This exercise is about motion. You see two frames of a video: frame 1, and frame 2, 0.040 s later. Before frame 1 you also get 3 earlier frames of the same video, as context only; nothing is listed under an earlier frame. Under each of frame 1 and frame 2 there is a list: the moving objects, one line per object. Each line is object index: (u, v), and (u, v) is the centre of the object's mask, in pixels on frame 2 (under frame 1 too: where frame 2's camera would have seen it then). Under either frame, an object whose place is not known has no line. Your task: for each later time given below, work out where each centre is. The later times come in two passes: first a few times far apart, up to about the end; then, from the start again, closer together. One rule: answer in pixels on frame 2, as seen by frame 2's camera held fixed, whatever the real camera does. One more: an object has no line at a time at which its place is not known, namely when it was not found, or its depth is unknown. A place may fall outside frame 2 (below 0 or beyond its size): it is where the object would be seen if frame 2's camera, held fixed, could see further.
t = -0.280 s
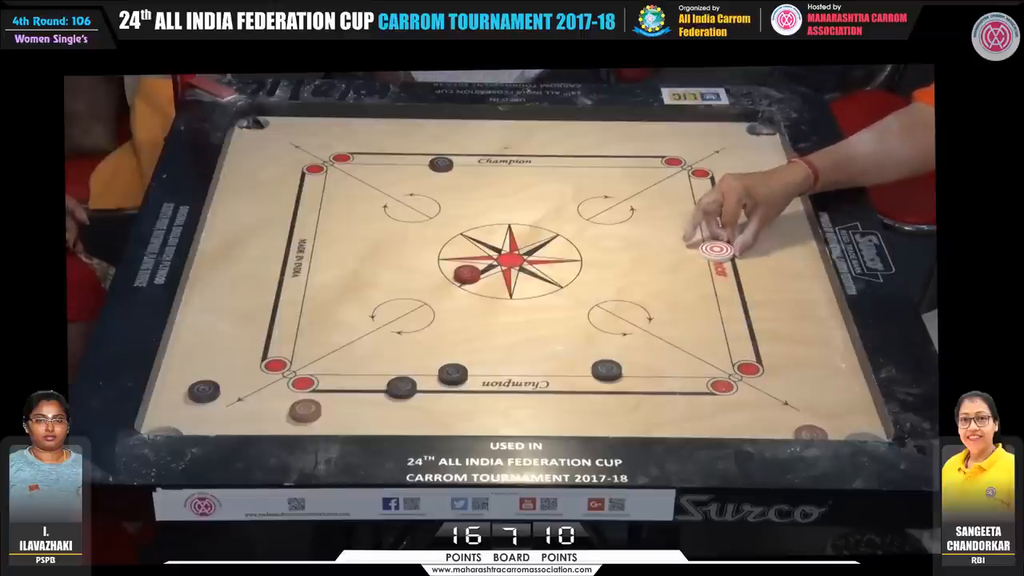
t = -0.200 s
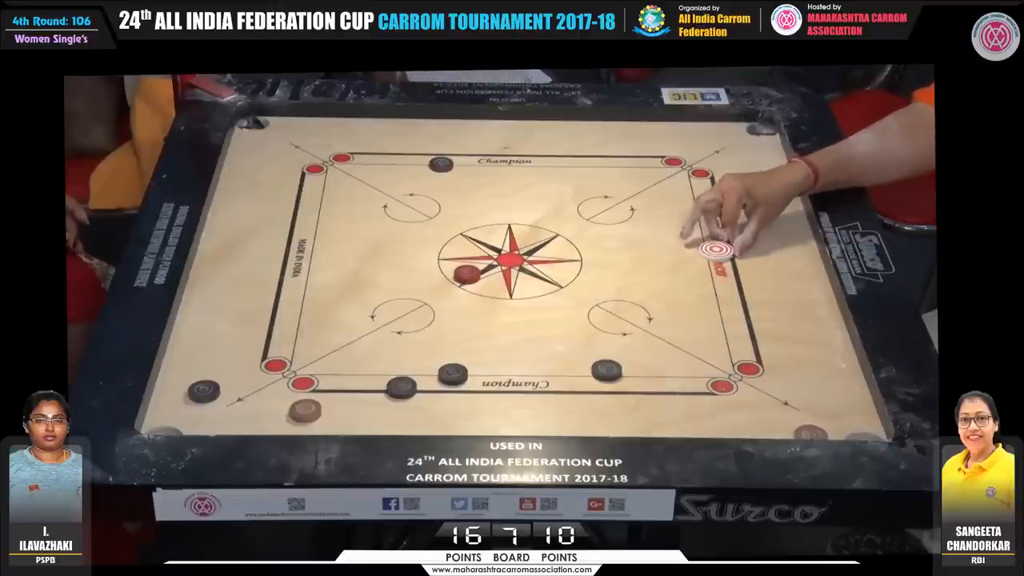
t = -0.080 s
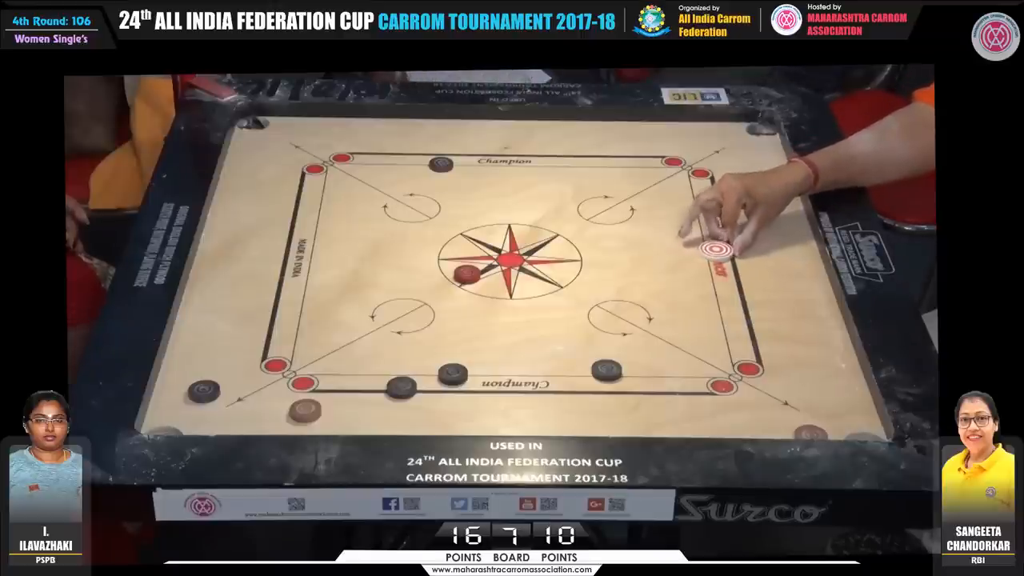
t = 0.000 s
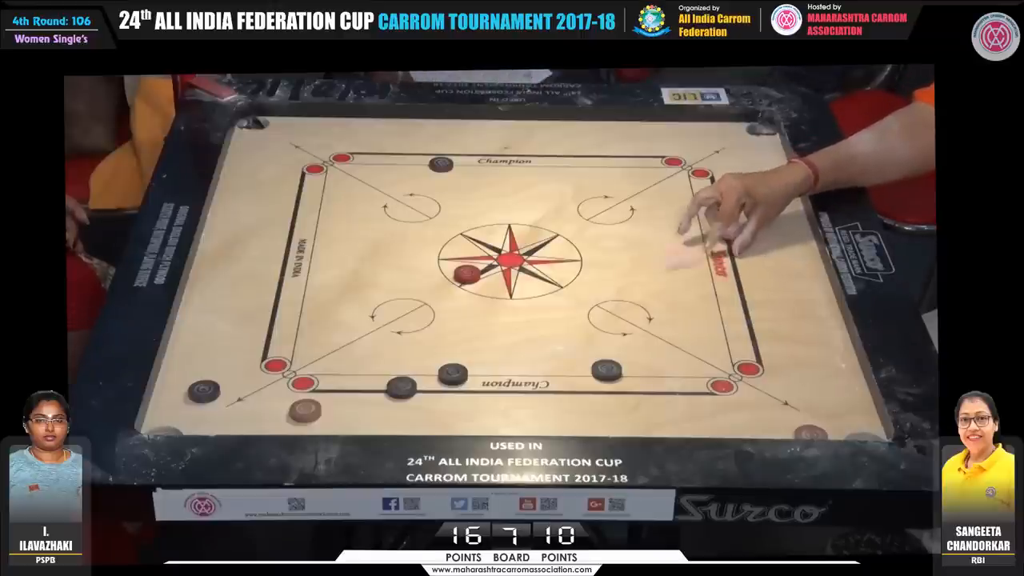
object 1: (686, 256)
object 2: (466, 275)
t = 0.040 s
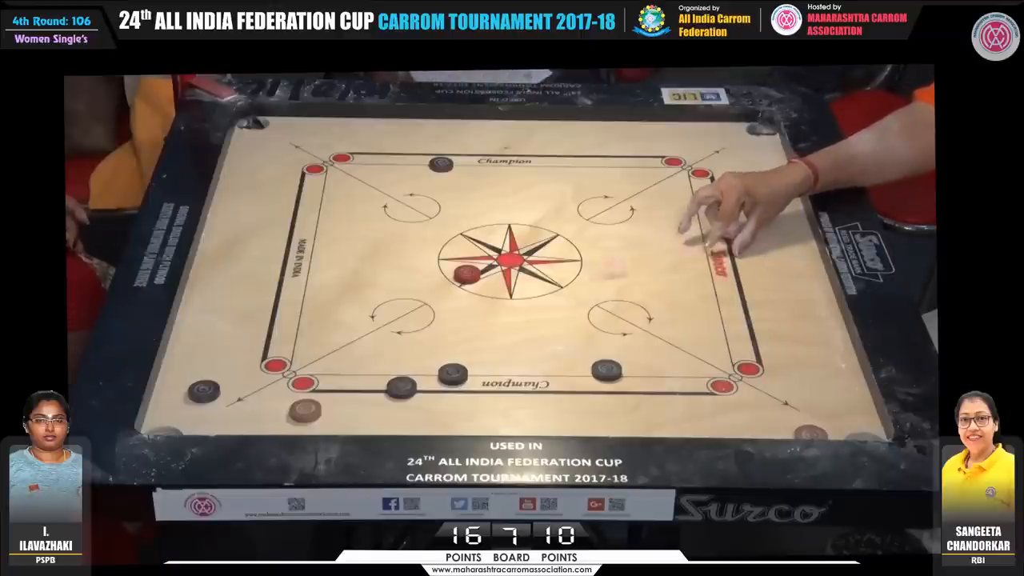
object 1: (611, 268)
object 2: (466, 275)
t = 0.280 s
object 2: (266, 223)
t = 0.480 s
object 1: (216, 386)
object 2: (344, 204)
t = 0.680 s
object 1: (301, 392)
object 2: (453, 197)
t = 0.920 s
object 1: (324, 390)
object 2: (517, 193)
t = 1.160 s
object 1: (324, 390)
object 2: (523, 193)
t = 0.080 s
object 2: (466, 275)
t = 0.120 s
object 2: (460, 272)
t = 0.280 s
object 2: (266, 223)
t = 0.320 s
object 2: (227, 213)
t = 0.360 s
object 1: (215, 370)
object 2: (250, 210)
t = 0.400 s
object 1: (188, 382)
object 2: (281, 208)
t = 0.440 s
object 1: (193, 383)
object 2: (317, 206)
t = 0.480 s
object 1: (216, 386)
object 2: (344, 204)
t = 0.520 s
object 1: (236, 388)
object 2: (370, 202)
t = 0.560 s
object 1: (256, 391)
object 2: (395, 201)
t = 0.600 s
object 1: (278, 393)
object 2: (416, 199)
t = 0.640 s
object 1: (288, 392)
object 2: (436, 198)
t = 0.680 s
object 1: (301, 392)
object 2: (453, 197)
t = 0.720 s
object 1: (309, 391)
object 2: (469, 196)
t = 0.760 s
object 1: (317, 391)
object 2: (482, 195)
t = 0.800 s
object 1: (321, 391)
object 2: (494, 194)
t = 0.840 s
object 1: (324, 390)
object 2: (504, 194)
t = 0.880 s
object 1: (324, 390)
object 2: (512, 193)
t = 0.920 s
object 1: (324, 390)
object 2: (517, 193)
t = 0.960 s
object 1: (324, 390)
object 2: (521, 193)
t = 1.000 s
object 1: (324, 390)
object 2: (523, 193)
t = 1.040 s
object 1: (324, 390)
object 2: (523, 193)
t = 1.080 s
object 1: (325, 390)
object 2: (523, 193)
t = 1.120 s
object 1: (325, 390)
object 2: (523, 193)
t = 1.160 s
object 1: (324, 390)
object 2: (523, 193)
